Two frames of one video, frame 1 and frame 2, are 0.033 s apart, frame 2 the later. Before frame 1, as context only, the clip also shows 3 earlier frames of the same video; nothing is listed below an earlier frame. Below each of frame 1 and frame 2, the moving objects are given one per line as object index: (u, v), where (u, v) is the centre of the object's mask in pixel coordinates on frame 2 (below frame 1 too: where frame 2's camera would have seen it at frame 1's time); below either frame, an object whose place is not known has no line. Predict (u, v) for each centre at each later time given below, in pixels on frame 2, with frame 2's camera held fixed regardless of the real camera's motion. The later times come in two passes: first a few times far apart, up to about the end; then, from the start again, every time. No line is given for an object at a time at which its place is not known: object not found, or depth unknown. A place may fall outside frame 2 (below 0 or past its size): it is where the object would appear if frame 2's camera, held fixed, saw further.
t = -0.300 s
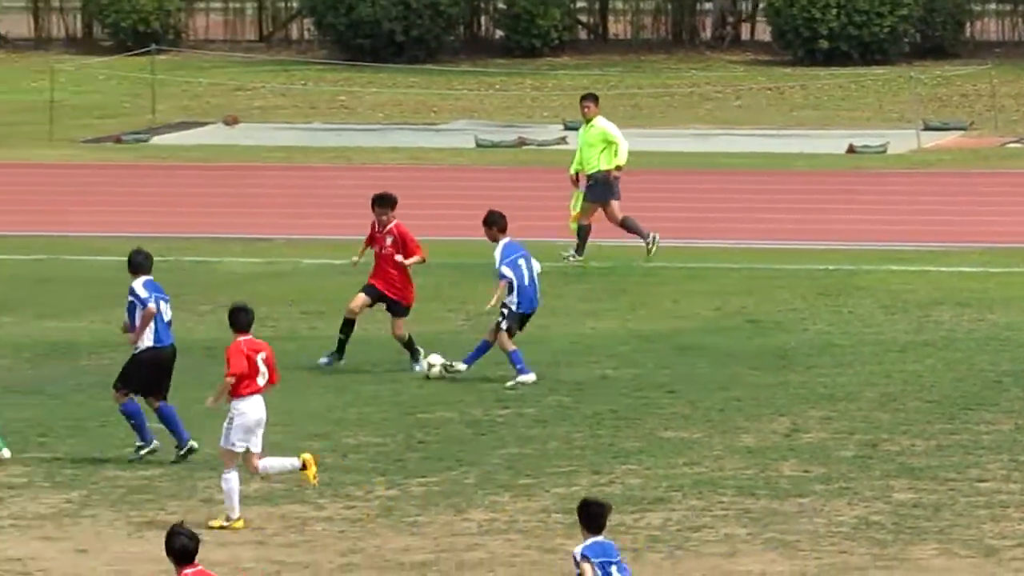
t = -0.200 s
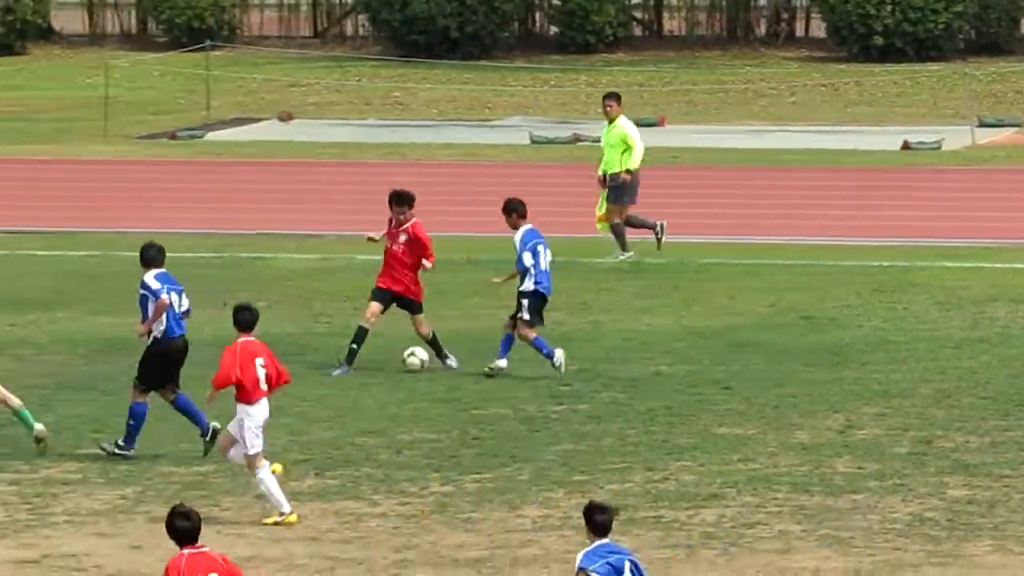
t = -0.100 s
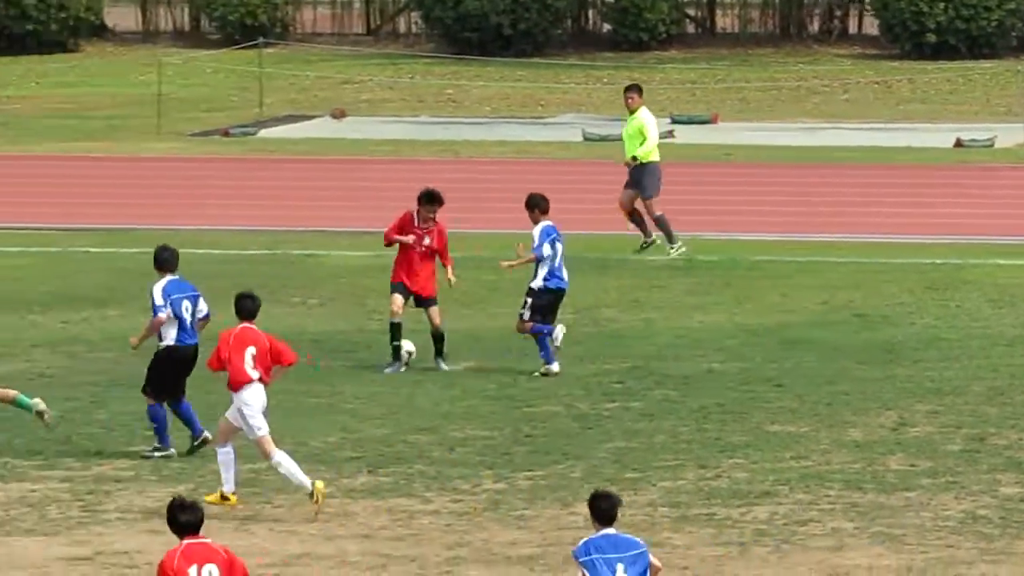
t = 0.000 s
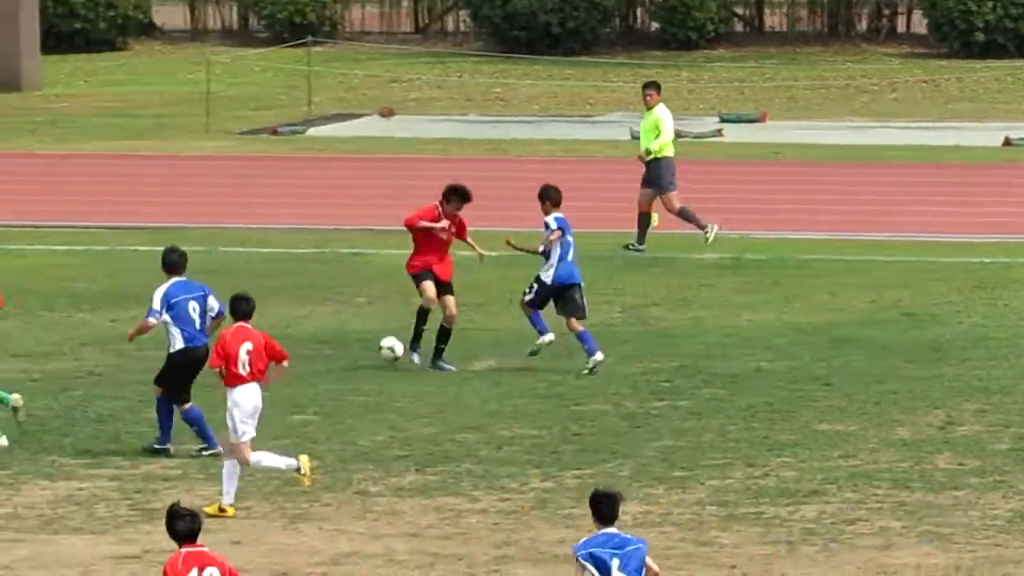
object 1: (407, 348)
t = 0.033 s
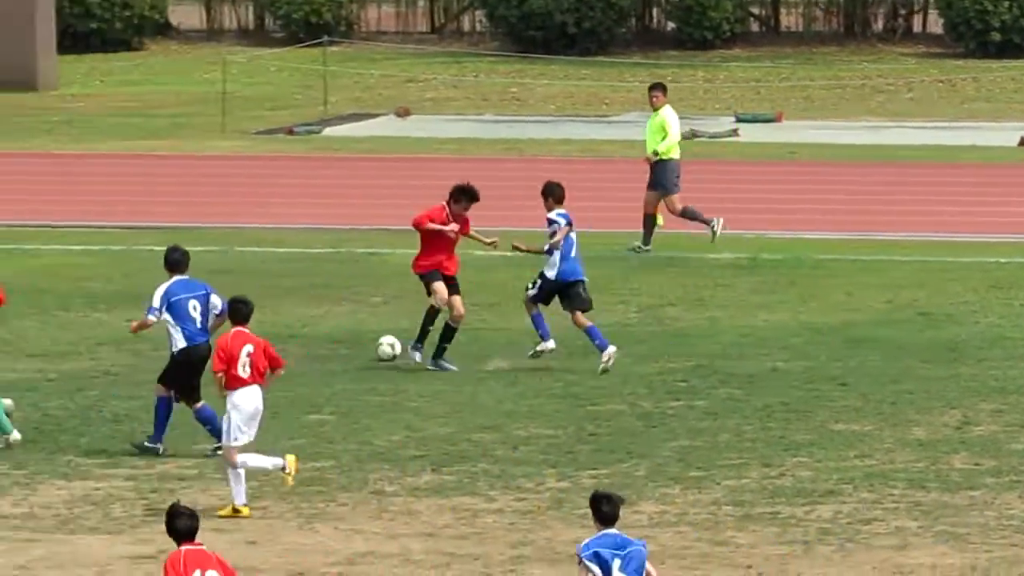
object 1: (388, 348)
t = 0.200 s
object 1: (300, 342)
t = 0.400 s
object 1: (200, 335)
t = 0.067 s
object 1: (370, 348)
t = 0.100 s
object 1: (352, 347)
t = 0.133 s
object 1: (335, 345)
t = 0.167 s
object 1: (318, 343)
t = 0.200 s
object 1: (300, 342)
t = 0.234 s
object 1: (283, 343)
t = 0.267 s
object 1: (266, 345)
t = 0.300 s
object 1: (250, 340)
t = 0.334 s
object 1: (233, 337)
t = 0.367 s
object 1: (216, 336)
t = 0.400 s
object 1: (200, 335)
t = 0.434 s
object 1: (184, 336)
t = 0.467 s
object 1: (167, 338)
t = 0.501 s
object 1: (151, 336)
